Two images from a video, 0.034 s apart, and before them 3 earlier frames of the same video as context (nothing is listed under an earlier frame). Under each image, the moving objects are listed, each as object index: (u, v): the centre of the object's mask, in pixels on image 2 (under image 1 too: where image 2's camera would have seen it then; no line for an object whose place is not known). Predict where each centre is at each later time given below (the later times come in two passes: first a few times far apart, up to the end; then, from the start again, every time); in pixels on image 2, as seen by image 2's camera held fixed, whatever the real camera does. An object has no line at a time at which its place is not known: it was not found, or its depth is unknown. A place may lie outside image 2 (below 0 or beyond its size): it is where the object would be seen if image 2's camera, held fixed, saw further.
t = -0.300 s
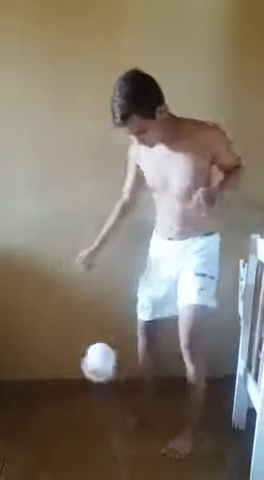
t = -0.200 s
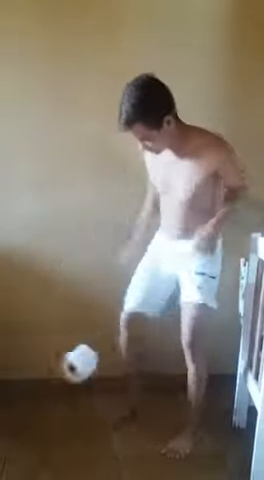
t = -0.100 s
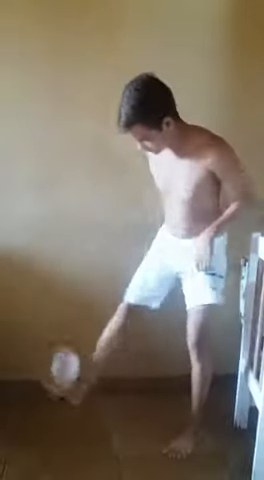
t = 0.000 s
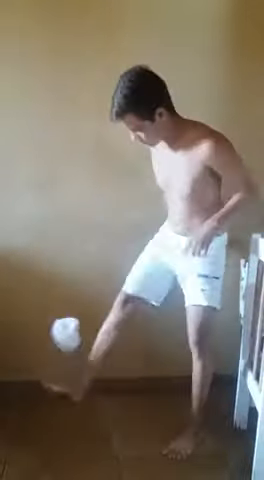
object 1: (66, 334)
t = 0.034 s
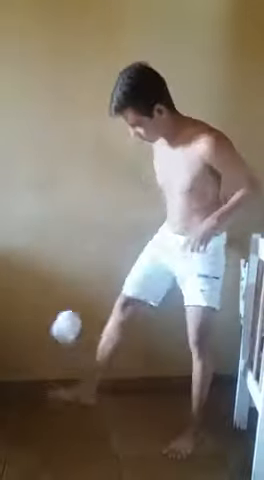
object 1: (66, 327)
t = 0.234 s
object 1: (65, 333)
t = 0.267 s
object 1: (66, 339)
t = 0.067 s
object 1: (66, 323)
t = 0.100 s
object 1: (66, 322)
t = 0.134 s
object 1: (66, 321)
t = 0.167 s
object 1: (67, 323)
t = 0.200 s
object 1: (66, 327)
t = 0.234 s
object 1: (65, 333)
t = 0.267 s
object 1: (66, 339)
